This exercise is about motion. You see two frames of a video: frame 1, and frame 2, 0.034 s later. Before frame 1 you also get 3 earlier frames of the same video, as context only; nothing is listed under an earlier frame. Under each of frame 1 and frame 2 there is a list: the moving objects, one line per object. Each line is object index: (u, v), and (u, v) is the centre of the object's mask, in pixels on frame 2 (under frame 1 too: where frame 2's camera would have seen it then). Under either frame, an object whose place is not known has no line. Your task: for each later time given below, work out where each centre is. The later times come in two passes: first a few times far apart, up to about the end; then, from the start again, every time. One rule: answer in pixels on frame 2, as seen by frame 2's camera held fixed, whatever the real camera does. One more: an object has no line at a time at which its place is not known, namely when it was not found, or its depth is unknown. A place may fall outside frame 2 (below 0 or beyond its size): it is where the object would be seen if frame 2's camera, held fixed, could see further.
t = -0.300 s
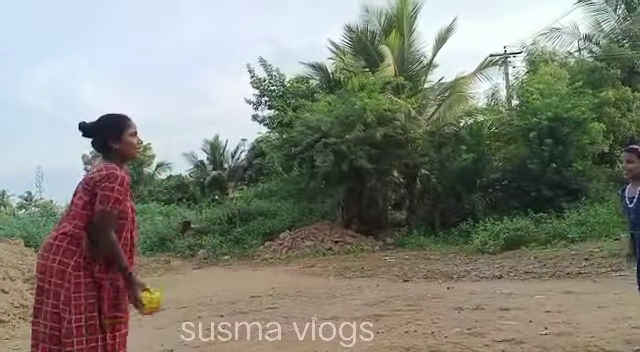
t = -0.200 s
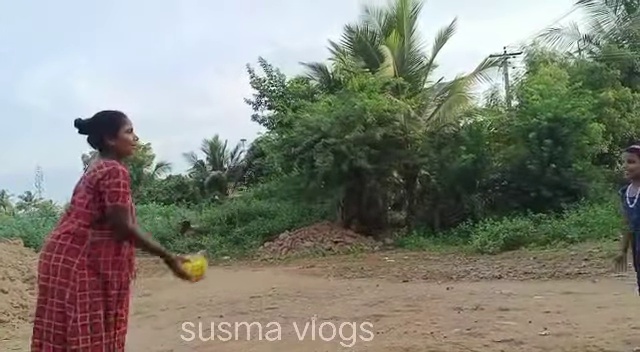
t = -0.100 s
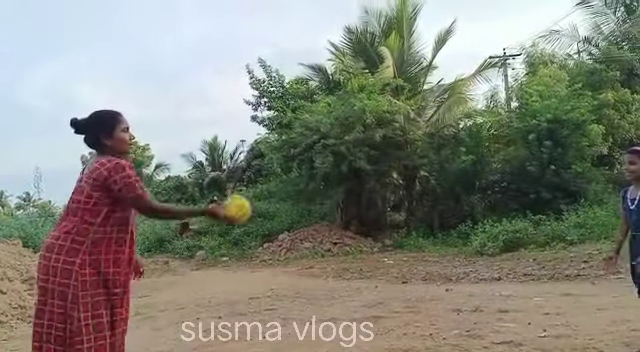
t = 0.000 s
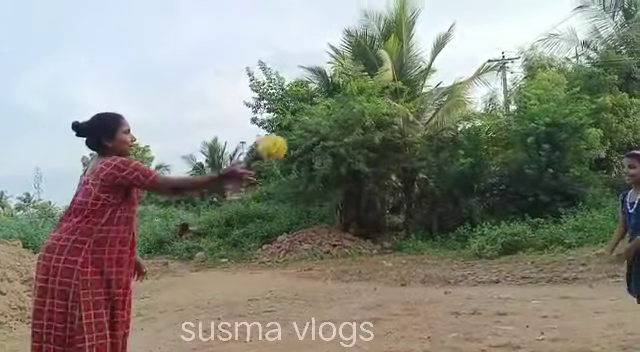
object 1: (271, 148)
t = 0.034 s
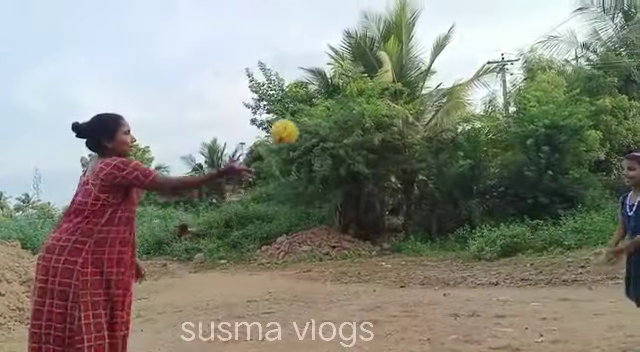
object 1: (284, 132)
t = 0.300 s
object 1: (379, 74)
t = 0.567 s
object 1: (476, 144)
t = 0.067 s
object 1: (296, 118)
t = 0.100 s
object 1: (308, 104)
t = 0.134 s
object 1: (319, 95)
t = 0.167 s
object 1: (332, 87)
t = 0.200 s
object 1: (342, 81)
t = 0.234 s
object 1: (355, 77)
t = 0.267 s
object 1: (366, 74)
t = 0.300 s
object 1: (379, 74)
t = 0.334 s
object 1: (390, 76)
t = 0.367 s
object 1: (402, 79)
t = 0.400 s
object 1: (412, 84)
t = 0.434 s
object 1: (424, 94)
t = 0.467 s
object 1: (436, 102)
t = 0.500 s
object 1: (447, 112)
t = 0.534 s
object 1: (462, 128)
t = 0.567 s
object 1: (476, 144)
